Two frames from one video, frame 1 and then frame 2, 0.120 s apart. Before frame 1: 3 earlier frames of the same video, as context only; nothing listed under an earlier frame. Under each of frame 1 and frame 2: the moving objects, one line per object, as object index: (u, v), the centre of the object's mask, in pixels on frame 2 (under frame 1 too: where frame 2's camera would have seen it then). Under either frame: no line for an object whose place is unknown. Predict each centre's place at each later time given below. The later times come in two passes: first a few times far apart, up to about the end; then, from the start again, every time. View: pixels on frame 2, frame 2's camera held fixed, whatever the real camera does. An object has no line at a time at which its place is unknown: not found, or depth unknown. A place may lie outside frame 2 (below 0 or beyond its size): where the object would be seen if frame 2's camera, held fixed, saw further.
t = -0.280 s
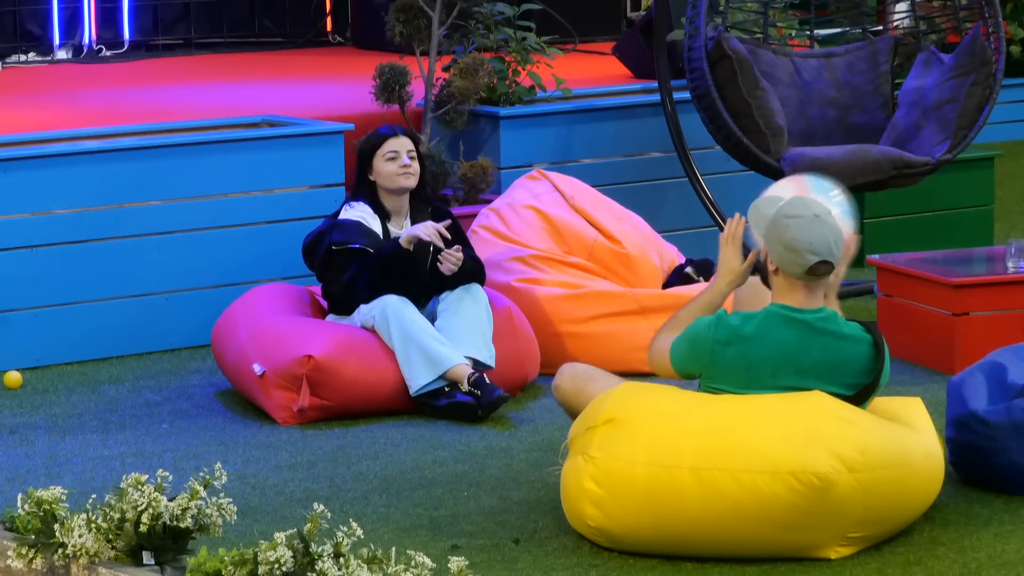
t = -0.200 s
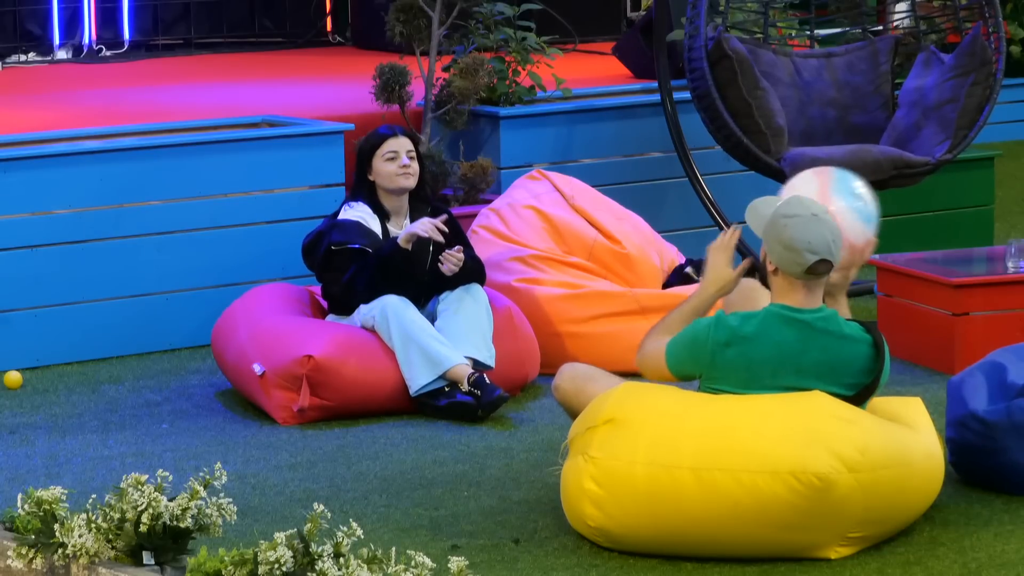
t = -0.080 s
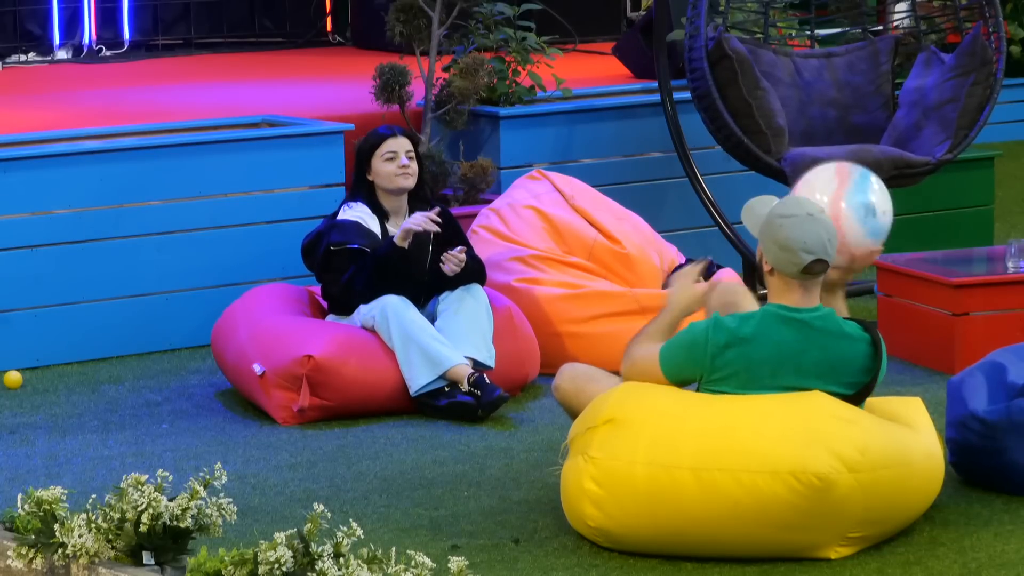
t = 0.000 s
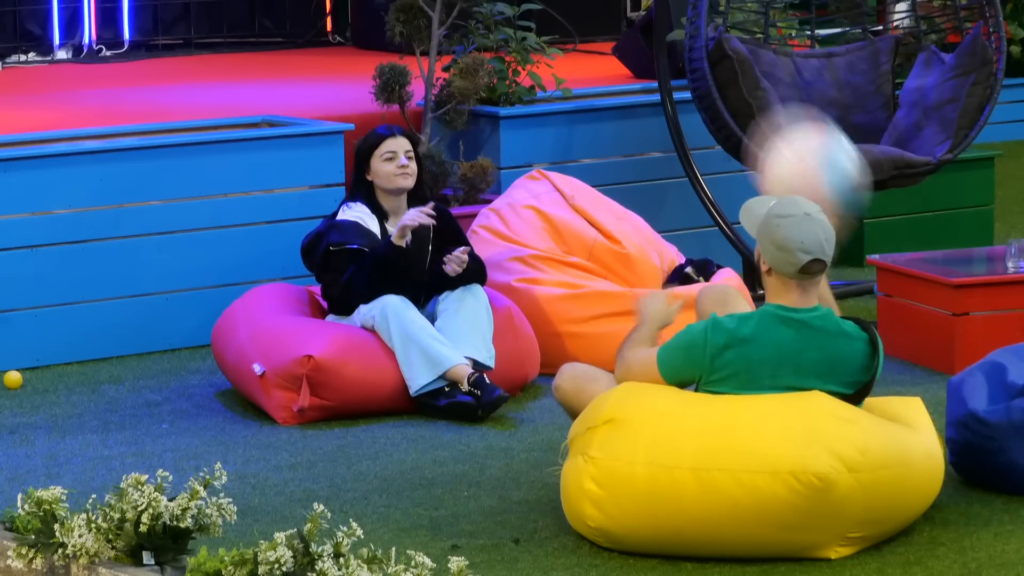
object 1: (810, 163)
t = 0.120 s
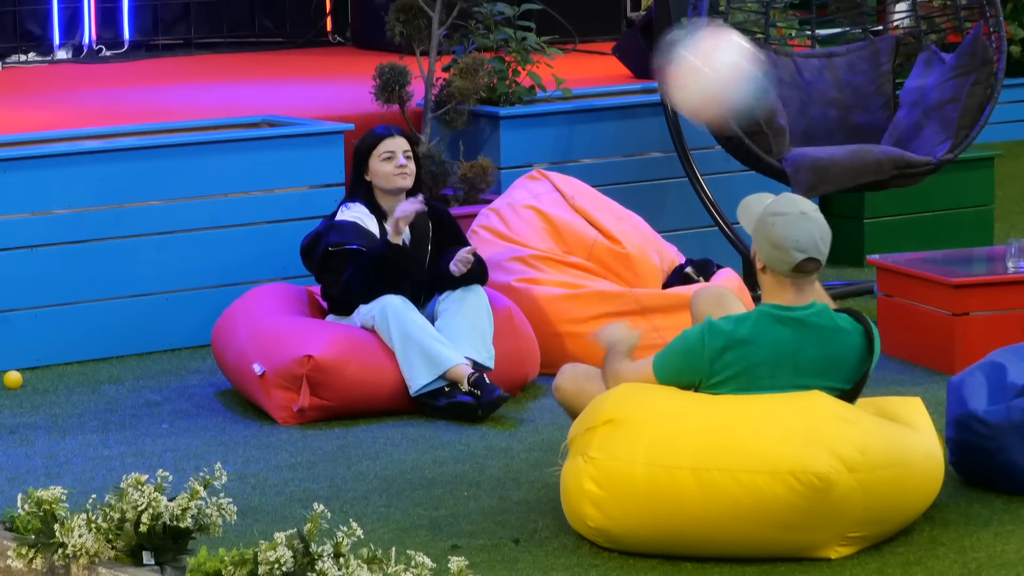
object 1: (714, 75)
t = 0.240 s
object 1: (629, 38)
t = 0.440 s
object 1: (501, 86)
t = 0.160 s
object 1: (684, 55)
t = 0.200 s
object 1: (654, 43)
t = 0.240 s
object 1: (629, 38)
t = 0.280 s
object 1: (601, 37)
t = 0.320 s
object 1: (575, 40)
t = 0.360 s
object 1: (550, 48)
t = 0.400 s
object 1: (525, 63)
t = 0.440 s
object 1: (501, 86)
